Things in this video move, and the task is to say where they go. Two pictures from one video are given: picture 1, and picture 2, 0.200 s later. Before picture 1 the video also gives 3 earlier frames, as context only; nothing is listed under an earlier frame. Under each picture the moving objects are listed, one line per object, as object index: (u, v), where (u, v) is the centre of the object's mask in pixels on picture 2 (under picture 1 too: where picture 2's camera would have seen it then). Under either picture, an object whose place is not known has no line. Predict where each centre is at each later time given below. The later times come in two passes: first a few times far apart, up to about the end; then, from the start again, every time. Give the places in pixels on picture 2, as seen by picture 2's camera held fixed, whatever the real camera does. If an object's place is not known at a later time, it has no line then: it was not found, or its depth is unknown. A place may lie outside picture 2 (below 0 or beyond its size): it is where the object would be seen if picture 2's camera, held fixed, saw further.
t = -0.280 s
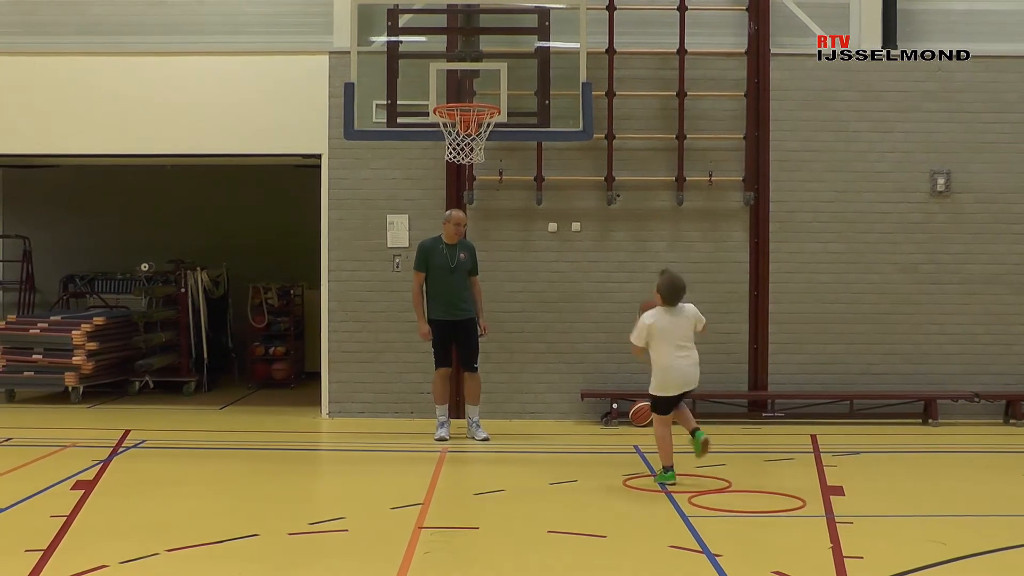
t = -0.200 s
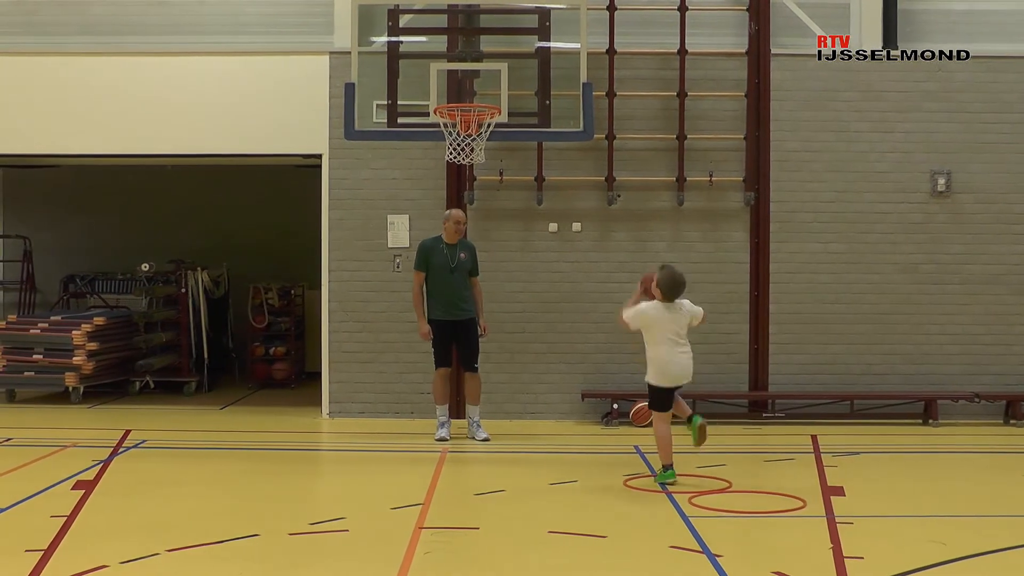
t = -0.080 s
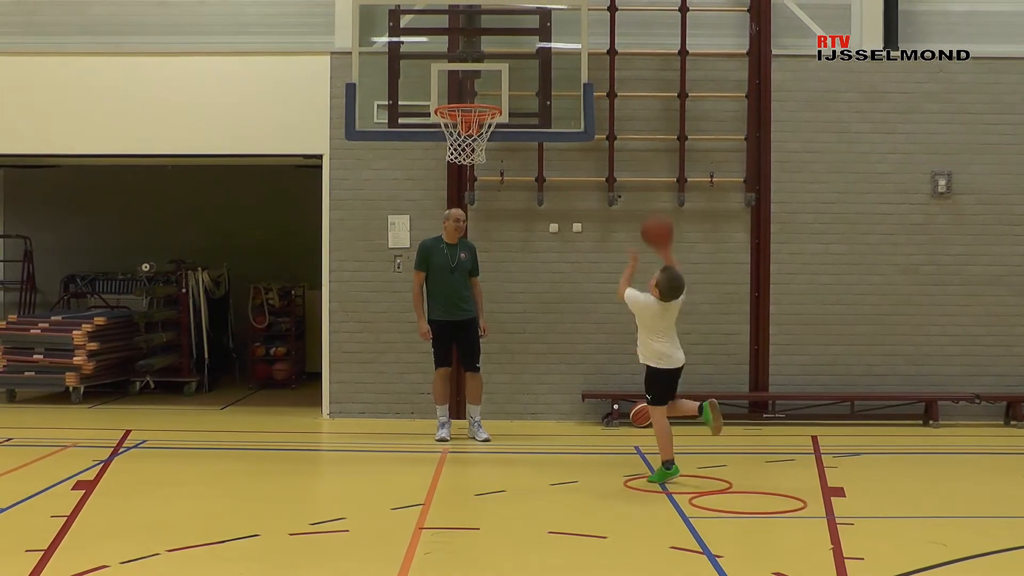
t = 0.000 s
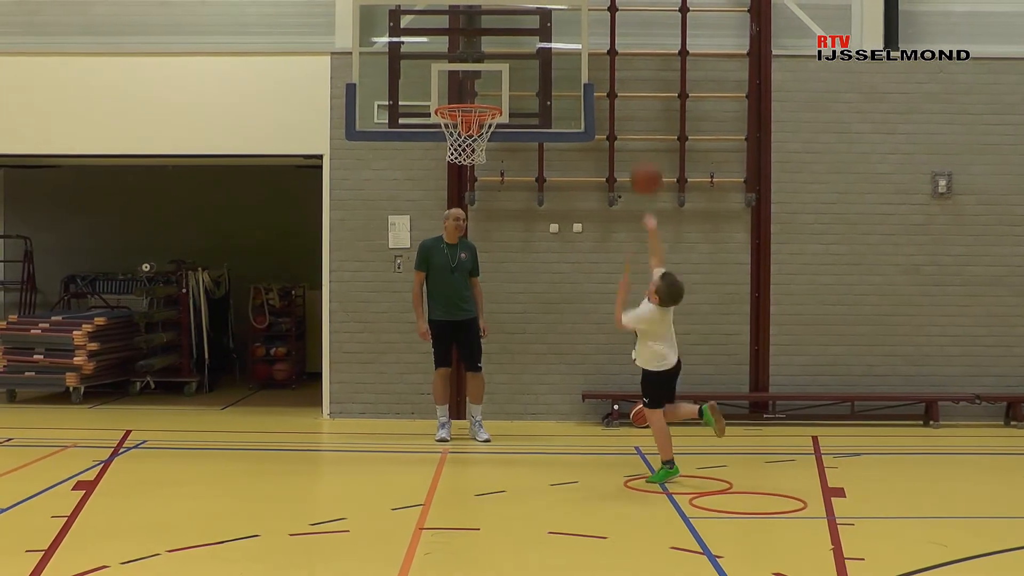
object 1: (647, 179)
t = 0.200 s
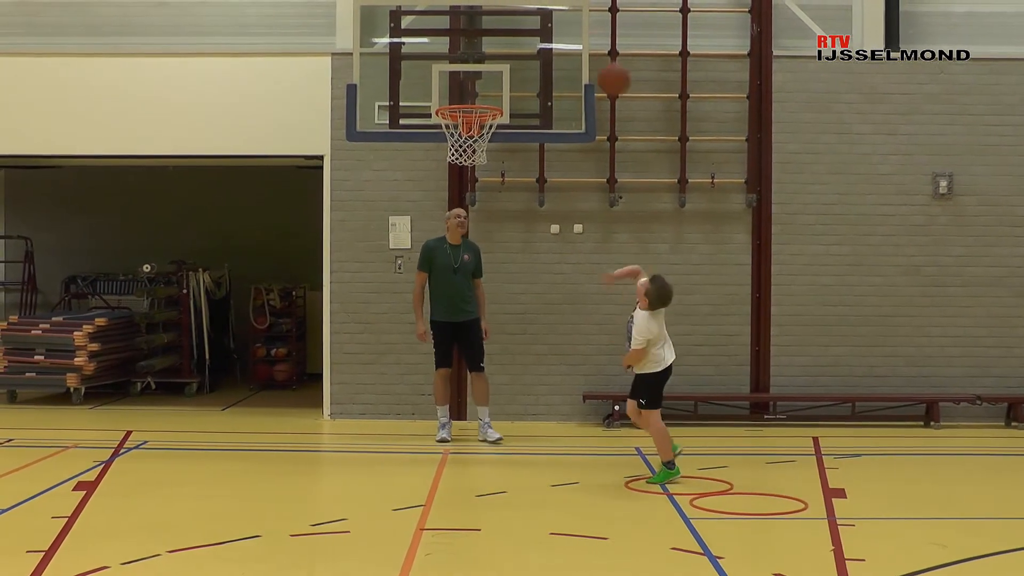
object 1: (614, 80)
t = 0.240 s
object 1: (607, 67)
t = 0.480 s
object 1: (568, 36)
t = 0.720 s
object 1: (529, 87)
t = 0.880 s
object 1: (504, 161)
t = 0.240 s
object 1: (607, 67)
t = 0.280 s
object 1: (600, 56)
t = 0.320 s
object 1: (594, 48)
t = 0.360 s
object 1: (587, 41)
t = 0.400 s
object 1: (580, 38)
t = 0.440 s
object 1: (574, 36)
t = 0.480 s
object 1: (568, 36)
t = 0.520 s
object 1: (561, 39)
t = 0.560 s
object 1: (555, 44)
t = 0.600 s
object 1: (548, 52)
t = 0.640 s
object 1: (542, 61)
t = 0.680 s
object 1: (536, 72)
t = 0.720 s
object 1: (529, 87)
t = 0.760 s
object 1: (523, 102)
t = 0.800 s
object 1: (516, 120)
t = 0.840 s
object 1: (510, 140)
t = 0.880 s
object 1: (504, 161)
